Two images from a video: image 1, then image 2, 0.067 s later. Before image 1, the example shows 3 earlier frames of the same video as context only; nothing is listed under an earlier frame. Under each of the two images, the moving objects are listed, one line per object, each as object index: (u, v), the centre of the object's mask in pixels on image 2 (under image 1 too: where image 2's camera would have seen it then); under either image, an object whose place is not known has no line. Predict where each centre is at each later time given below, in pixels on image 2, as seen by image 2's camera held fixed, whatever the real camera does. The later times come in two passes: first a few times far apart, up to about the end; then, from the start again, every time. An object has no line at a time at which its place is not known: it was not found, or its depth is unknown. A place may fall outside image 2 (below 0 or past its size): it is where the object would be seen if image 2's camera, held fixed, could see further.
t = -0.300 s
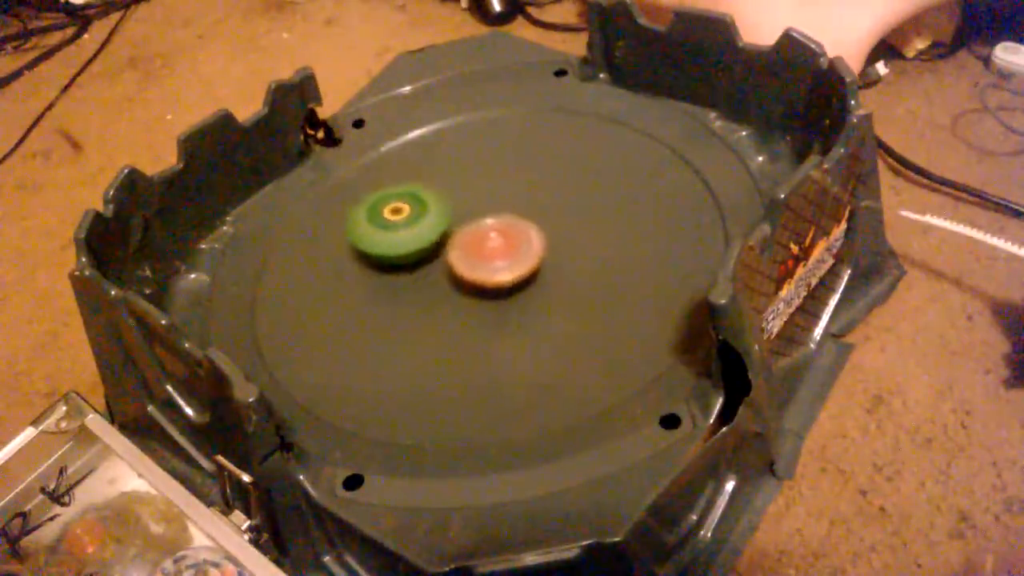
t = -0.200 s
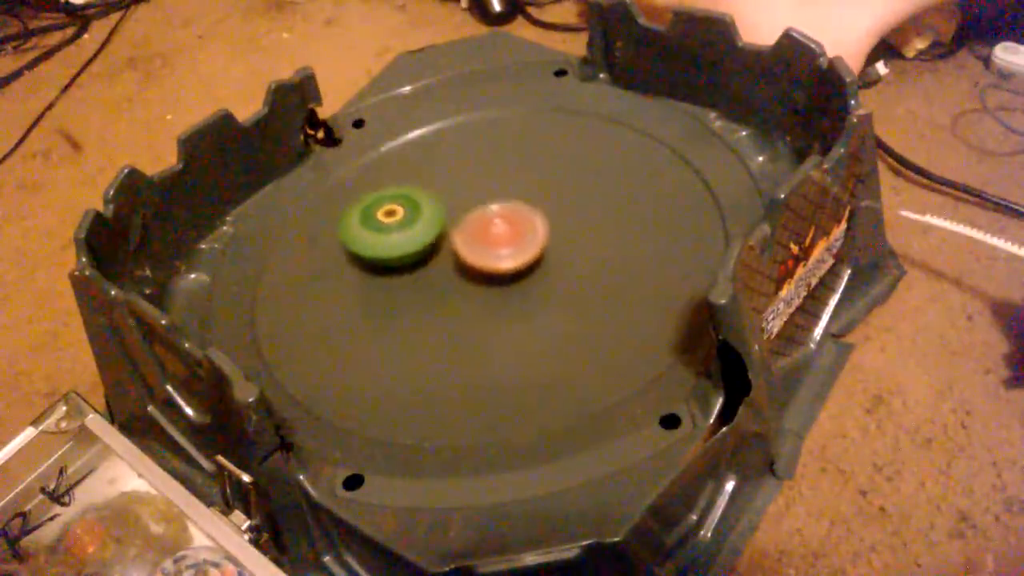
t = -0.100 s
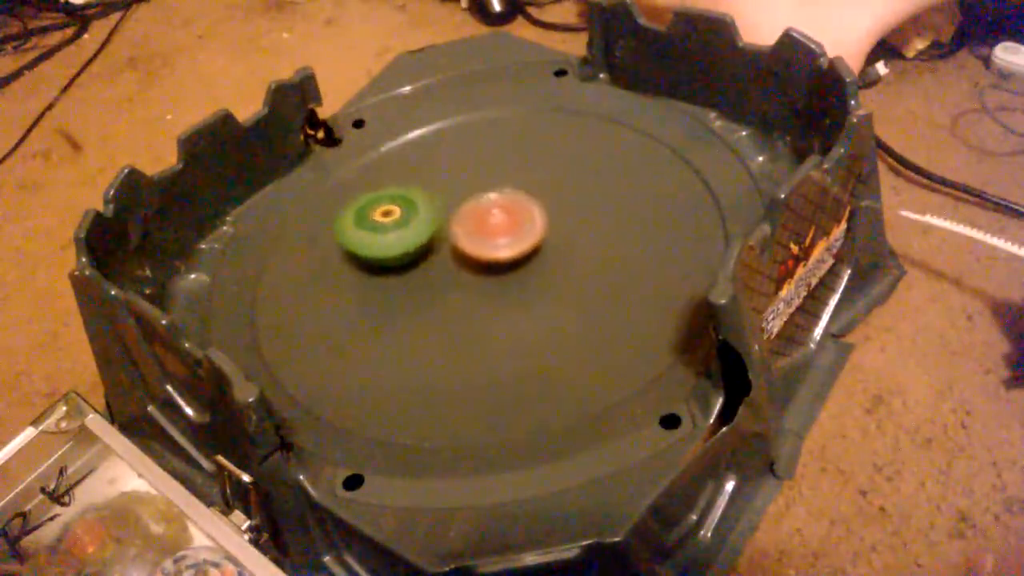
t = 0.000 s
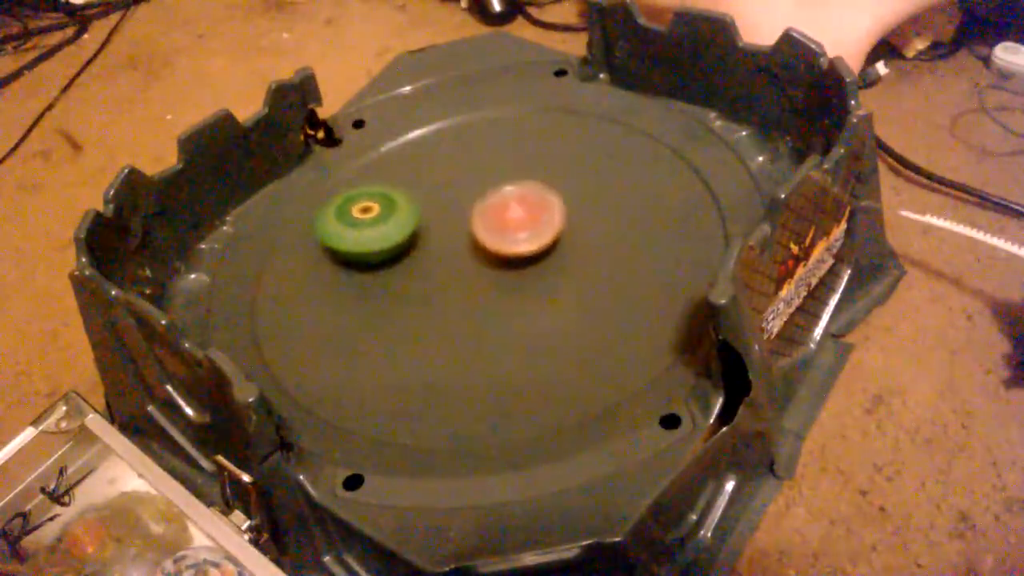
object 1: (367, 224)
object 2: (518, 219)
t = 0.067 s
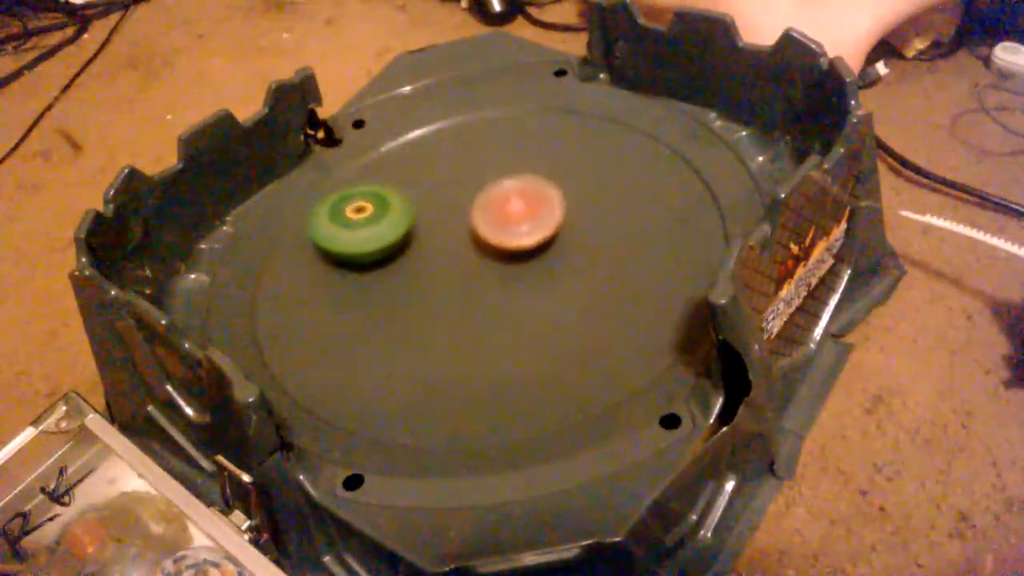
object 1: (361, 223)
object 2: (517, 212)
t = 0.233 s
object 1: (360, 224)
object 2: (507, 200)
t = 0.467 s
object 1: (391, 218)
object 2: (494, 197)
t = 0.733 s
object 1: (416, 202)
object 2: (542, 206)
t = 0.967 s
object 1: (448, 195)
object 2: (551, 218)
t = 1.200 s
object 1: (470, 189)
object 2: (538, 249)
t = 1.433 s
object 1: (474, 194)
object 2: (508, 269)
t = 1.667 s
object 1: (479, 203)
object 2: (469, 276)
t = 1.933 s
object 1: (479, 189)
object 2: (424, 275)
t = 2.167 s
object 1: (480, 182)
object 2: (407, 243)
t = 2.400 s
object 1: (504, 169)
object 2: (412, 206)
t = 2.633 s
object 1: (539, 174)
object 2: (438, 181)
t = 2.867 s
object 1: (607, 208)
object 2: (410, 173)
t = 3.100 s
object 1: (585, 244)
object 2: (422, 197)
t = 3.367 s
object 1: (518, 269)
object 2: (439, 231)
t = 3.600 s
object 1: (503, 270)
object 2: (416, 223)
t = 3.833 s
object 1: (507, 253)
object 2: (371, 188)
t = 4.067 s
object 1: (508, 216)
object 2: (388, 176)
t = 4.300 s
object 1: (517, 202)
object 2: (425, 183)
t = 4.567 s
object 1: (533, 227)
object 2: (447, 209)
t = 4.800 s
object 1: (526, 252)
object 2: (430, 241)
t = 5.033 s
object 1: (517, 273)
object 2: (366, 225)
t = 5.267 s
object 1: (493, 249)
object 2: (355, 205)
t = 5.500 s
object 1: (513, 212)
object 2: (318, 157)
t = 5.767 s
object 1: (559, 205)
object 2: (402, 209)
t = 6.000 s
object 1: (553, 208)
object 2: (468, 261)
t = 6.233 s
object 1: (545, 209)
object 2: (407, 291)
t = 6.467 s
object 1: (520, 201)
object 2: (394, 251)
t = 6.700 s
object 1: (550, 198)
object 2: (400, 197)
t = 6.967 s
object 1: (593, 176)
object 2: (390, 193)
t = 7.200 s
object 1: (546, 198)
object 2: (382, 212)
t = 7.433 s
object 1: (444, 247)
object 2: (366, 210)
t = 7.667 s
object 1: (418, 294)
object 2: (389, 202)
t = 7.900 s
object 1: (421, 304)
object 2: (433, 221)
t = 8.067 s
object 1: (416, 299)
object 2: (461, 227)
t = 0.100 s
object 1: (358, 223)
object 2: (516, 209)
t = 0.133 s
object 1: (358, 223)
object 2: (514, 206)
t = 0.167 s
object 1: (358, 223)
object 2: (512, 204)
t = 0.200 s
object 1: (359, 224)
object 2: (509, 201)
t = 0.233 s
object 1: (360, 224)
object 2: (507, 200)
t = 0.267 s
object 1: (363, 224)
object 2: (504, 198)
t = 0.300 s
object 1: (366, 223)
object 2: (502, 197)
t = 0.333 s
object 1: (371, 223)
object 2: (499, 197)
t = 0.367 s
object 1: (377, 222)
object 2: (496, 196)
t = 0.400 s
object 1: (382, 221)
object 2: (492, 197)
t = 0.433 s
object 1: (387, 219)
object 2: (492, 197)
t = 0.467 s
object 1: (391, 218)
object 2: (494, 197)
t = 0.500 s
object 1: (395, 216)
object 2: (497, 197)
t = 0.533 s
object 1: (395, 214)
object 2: (507, 199)
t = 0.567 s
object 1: (397, 211)
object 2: (517, 201)
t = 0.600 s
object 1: (400, 209)
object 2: (525, 202)
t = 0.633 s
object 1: (404, 207)
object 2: (531, 203)
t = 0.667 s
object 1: (407, 206)
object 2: (535, 204)
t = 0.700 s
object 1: (411, 204)
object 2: (539, 205)
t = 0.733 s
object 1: (416, 202)
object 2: (542, 206)
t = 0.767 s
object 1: (421, 200)
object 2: (546, 207)
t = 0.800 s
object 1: (425, 199)
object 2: (548, 208)
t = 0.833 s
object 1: (431, 198)
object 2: (550, 209)
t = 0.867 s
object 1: (435, 197)
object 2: (552, 211)
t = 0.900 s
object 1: (439, 196)
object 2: (552, 213)
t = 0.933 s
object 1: (444, 195)
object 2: (552, 216)
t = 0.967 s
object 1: (448, 195)
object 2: (551, 218)
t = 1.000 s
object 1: (454, 194)
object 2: (549, 221)
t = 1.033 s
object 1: (458, 195)
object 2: (547, 223)
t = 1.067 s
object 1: (462, 194)
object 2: (544, 226)
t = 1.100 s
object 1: (466, 193)
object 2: (542, 231)
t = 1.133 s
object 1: (467, 191)
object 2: (543, 237)
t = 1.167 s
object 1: (468, 191)
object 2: (541, 244)
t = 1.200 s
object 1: (470, 189)
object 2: (538, 249)
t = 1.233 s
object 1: (470, 188)
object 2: (534, 253)
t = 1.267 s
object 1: (470, 188)
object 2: (530, 257)
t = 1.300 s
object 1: (472, 189)
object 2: (526, 260)
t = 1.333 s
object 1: (472, 190)
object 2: (522, 263)
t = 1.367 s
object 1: (472, 191)
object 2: (517, 265)
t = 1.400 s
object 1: (473, 192)
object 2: (513, 268)
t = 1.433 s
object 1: (474, 194)
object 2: (508, 269)
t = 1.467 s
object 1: (474, 196)
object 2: (503, 271)
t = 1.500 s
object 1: (474, 198)
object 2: (498, 272)
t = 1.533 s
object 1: (475, 200)
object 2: (492, 272)
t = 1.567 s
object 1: (476, 202)
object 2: (487, 272)
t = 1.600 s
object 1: (477, 202)
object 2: (482, 274)
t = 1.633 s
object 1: (478, 202)
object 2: (475, 275)
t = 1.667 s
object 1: (479, 203)
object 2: (469, 276)
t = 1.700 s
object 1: (481, 203)
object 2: (462, 278)
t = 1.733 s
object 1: (483, 199)
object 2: (453, 282)
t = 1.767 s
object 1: (483, 197)
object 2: (445, 283)
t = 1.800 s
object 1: (483, 196)
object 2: (440, 283)
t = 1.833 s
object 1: (483, 194)
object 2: (435, 283)
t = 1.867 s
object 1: (482, 192)
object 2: (430, 281)
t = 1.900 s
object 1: (480, 191)
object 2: (426, 279)
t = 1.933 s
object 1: (479, 189)
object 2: (424, 275)
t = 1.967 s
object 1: (478, 190)
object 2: (421, 270)
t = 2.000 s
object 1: (475, 191)
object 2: (420, 265)
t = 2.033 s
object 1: (474, 191)
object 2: (419, 259)
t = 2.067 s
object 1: (474, 190)
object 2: (417, 256)
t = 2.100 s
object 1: (477, 188)
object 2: (411, 254)
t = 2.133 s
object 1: (479, 184)
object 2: (408, 249)
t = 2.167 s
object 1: (480, 182)
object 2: (407, 243)
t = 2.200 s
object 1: (483, 178)
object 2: (408, 238)
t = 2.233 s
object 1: (484, 177)
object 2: (409, 232)
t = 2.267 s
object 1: (486, 176)
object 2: (409, 228)
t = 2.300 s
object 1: (491, 174)
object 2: (409, 222)
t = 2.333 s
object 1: (495, 172)
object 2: (409, 217)
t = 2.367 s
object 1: (500, 171)
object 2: (411, 211)
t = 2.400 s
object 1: (504, 169)
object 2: (412, 206)
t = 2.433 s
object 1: (510, 169)
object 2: (414, 201)
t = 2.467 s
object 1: (515, 168)
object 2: (417, 196)
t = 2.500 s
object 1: (520, 167)
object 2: (422, 192)
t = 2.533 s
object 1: (525, 170)
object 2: (426, 188)
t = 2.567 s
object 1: (531, 170)
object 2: (428, 185)
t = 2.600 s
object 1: (536, 172)
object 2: (433, 183)
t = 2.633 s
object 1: (539, 174)
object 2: (438, 181)
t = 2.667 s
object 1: (544, 176)
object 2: (443, 179)
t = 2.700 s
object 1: (551, 181)
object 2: (445, 177)
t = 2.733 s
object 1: (570, 187)
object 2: (432, 174)
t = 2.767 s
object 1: (586, 192)
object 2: (421, 172)
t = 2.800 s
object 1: (596, 198)
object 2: (414, 171)
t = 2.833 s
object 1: (603, 203)
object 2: (411, 171)
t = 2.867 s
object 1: (607, 208)
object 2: (410, 173)
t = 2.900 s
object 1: (608, 213)
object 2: (410, 174)
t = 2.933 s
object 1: (607, 218)
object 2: (411, 177)
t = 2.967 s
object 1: (604, 224)
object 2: (413, 181)
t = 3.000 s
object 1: (602, 229)
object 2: (415, 184)
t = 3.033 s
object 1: (597, 235)
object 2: (416, 188)
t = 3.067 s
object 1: (591, 239)
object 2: (419, 192)
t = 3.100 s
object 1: (585, 244)
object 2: (422, 197)
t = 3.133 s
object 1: (578, 249)
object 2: (424, 202)
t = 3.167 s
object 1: (570, 253)
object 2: (427, 206)
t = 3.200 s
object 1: (563, 256)
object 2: (429, 211)
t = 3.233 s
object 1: (553, 260)
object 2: (432, 216)
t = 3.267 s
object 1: (544, 263)
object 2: (433, 220)
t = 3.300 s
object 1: (534, 265)
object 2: (437, 224)
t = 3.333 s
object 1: (524, 266)
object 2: (439, 229)
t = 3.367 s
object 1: (518, 269)
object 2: (439, 231)
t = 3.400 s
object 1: (517, 273)
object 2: (433, 227)
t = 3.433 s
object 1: (516, 274)
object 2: (430, 225)
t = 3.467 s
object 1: (515, 274)
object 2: (427, 224)
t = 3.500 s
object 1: (512, 275)
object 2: (425, 224)
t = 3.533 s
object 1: (508, 272)
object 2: (424, 225)
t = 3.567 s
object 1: (503, 270)
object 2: (422, 226)
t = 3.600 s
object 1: (503, 270)
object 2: (416, 223)
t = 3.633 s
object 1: (508, 273)
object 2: (403, 215)
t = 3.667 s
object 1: (510, 274)
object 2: (390, 207)
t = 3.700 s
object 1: (510, 272)
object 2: (383, 201)
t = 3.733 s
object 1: (510, 268)
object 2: (377, 197)
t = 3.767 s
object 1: (509, 264)
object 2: (374, 193)
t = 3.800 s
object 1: (508, 259)
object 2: (372, 189)
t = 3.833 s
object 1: (507, 253)
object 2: (371, 188)
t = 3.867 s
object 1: (508, 245)
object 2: (371, 185)
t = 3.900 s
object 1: (508, 239)
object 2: (372, 183)
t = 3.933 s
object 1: (507, 234)
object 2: (373, 181)
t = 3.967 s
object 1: (508, 229)
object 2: (376, 179)
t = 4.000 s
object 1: (508, 224)
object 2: (379, 178)
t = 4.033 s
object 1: (508, 220)
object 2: (383, 177)
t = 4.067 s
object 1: (508, 216)
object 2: (388, 176)
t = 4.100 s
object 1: (509, 212)
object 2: (393, 176)
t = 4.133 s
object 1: (510, 209)
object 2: (398, 176)
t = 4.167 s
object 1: (511, 206)
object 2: (404, 177)
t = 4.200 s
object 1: (513, 203)
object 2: (410, 178)
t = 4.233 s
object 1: (513, 201)
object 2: (414, 179)
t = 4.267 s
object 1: (514, 201)
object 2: (420, 181)
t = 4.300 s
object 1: (517, 202)
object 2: (425, 183)
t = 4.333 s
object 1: (522, 203)
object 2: (428, 183)
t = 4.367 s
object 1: (525, 207)
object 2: (431, 185)
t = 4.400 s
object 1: (527, 209)
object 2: (436, 188)
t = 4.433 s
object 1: (529, 212)
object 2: (440, 192)
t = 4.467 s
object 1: (529, 215)
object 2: (444, 196)
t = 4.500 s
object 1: (532, 219)
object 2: (444, 200)
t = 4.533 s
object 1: (532, 223)
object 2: (445, 205)
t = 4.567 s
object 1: (533, 227)
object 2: (447, 209)
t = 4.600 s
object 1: (534, 230)
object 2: (448, 215)
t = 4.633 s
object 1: (534, 233)
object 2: (447, 221)
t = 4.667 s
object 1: (536, 238)
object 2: (441, 226)
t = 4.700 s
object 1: (536, 242)
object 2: (436, 230)
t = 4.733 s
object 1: (532, 246)
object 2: (435, 234)
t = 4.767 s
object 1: (530, 249)
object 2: (433, 237)
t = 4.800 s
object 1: (526, 252)
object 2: (430, 241)
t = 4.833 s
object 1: (522, 254)
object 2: (428, 244)
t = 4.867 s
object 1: (523, 261)
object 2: (416, 242)
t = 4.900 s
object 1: (527, 266)
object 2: (402, 238)
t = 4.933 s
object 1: (526, 270)
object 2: (390, 234)
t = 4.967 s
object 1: (523, 273)
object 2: (380, 231)
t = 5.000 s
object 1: (519, 274)
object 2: (373, 228)
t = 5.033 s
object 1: (517, 273)
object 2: (366, 225)
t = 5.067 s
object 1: (512, 273)
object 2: (360, 222)
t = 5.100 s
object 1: (509, 271)
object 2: (356, 219)
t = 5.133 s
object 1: (507, 268)
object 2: (353, 217)
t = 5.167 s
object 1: (503, 265)
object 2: (352, 213)
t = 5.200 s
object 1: (500, 261)
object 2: (352, 210)
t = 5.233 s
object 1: (497, 255)
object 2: (353, 208)
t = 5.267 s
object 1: (493, 249)
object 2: (355, 205)
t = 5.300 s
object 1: (488, 243)
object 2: (357, 202)
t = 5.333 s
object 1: (480, 234)
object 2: (361, 200)
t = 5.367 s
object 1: (472, 225)
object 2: (366, 197)
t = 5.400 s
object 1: (464, 216)
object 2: (371, 195)
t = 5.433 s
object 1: (466, 210)
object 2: (365, 187)
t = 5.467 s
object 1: (491, 212)
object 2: (338, 172)
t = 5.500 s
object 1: (513, 212)
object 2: (318, 157)
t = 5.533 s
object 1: (531, 210)
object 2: (315, 155)
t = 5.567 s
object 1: (545, 211)
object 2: (324, 166)
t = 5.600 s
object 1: (553, 210)
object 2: (334, 174)
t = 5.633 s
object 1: (559, 209)
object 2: (347, 179)
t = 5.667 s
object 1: (561, 208)
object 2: (361, 187)
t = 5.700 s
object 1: (561, 207)
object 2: (375, 194)
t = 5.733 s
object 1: (560, 207)
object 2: (388, 201)
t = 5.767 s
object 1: (559, 205)
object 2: (402, 209)
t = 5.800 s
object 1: (557, 206)
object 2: (416, 217)
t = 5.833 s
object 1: (555, 205)
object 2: (430, 225)
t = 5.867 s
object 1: (552, 205)
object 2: (441, 234)
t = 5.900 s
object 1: (551, 206)
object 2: (454, 241)
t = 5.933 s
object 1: (552, 205)
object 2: (461, 248)
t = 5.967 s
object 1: (552, 208)
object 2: (469, 255)
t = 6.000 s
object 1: (553, 208)
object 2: (468, 261)
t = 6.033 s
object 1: (557, 207)
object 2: (457, 270)
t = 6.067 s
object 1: (560, 205)
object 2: (448, 277)
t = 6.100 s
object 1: (560, 206)
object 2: (438, 283)
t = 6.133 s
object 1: (557, 207)
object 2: (431, 287)
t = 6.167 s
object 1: (555, 207)
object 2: (422, 290)
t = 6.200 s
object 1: (550, 208)
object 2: (415, 291)
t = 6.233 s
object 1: (545, 209)
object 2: (407, 291)
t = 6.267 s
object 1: (543, 208)
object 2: (401, 288)
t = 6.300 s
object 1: (540, 207)
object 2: (396, 285)
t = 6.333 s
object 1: (536, 206)
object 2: (392, 280)
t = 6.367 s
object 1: (532, 205)
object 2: (390, 274)
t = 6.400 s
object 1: (527, 204)
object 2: (389, 267)
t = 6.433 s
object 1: (524, 202)
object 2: (392, 259)
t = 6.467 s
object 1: (520, 201)
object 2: (394, 251)
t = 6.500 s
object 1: (518, 199)
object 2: (399, 243)
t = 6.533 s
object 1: (517, 199)
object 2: (405, 235)
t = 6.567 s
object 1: (516, 197)
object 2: (412, 227)
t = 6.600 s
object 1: (515, 197)
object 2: (420, 219)
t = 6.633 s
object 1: (518, 200)
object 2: (421, 212)
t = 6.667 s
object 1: (535, 198)
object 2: (410, 205)
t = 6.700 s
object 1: (550, 198)
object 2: (400, 197)
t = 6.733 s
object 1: (565, 195)
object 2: (392, 191)
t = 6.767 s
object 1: (577, 190)
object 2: (387, 186)
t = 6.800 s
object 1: (586, 186)
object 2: (386, 183)
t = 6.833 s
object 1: (591, 181)
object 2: (387, 182)
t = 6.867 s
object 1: (593, 176)
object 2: (390, 183)
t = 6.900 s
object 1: (595, 175)
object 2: (392, 186)
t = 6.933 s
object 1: (594, 175)
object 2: (391, 191)
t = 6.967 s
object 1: (593, 176)
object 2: (390, 193)
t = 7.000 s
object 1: (588, 178)
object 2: (389, 197)
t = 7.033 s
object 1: (583, 179)
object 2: (388, 200)
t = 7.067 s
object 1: (575, 179)
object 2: (388, 203)
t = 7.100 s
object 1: (569, 182)
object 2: (386, 206)
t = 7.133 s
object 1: (562, 186)
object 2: (385, 208)
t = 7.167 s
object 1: (555, 192)
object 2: (384, 210)
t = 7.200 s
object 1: (546, 198)
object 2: (382, 212)
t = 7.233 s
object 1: (535, 205)
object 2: (382, 213)
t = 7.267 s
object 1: (523, 211)
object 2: (379, 214)
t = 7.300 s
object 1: (507, 219)
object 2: (378, 215)
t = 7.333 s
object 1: (491, 225)
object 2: (377, 216)
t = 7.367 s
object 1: (475, 232)
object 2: (374, 215)
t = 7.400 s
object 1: (459, 237)
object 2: (370, 212)
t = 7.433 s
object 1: (444, 247)
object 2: (366, 210)
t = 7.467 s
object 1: (432, 254)
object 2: (367, 207)
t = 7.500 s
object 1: (420, 264)
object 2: (369, 206)
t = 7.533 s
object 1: (416, 273)
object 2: (371, 205)
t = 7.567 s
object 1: (414, 280)
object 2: (375, 204)
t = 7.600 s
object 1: (415, 285)
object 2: (378, 203)
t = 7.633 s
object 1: (416, 290)
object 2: (383, 203)
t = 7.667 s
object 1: (418, 294)
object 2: (389, 202)
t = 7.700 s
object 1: (419, 297)
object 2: (395, 203)
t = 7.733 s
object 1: (420, 300)
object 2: (403, 205)
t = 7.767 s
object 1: (421, 302)
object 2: (410, 208)
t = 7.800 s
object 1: (422, 303)
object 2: (416, 211)
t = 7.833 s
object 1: (422, 304)
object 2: (423, 214)
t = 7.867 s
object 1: (422, 304)
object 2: (428, 218)
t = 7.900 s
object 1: (421, 304)
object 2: (433, 221)
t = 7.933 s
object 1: (420, 302)
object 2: (437, 225)
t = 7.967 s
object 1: (420, 301)
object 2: (442, 226)
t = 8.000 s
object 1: (416, 302)
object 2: (453, 227)
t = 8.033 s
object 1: (414, 302)
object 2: (458, 227)
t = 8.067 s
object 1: (416, 299)
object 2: (461, 227)
